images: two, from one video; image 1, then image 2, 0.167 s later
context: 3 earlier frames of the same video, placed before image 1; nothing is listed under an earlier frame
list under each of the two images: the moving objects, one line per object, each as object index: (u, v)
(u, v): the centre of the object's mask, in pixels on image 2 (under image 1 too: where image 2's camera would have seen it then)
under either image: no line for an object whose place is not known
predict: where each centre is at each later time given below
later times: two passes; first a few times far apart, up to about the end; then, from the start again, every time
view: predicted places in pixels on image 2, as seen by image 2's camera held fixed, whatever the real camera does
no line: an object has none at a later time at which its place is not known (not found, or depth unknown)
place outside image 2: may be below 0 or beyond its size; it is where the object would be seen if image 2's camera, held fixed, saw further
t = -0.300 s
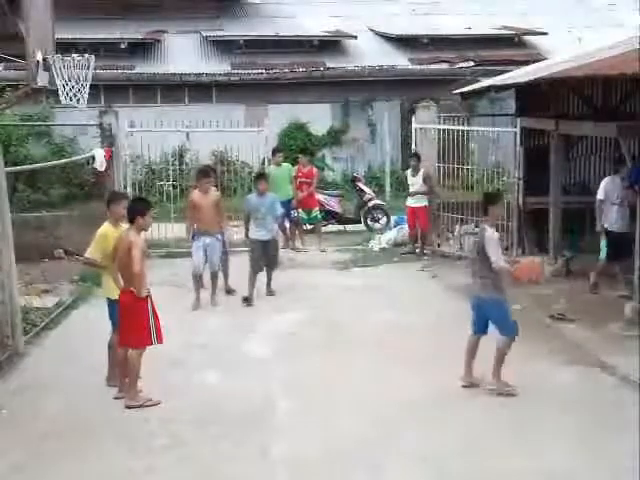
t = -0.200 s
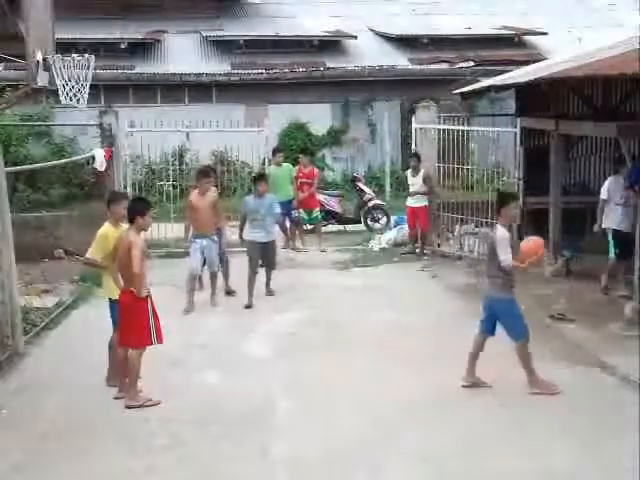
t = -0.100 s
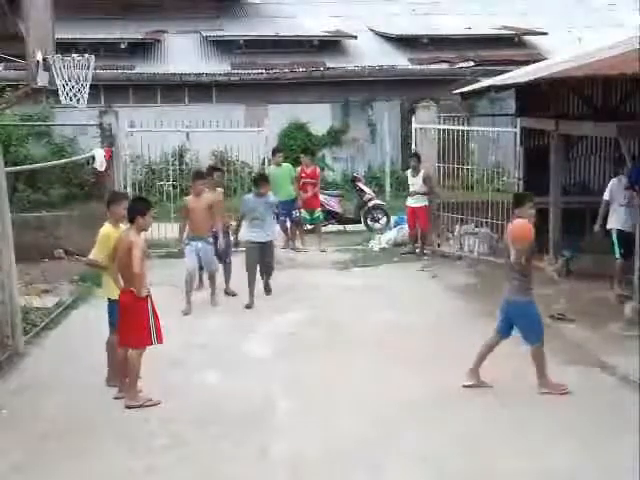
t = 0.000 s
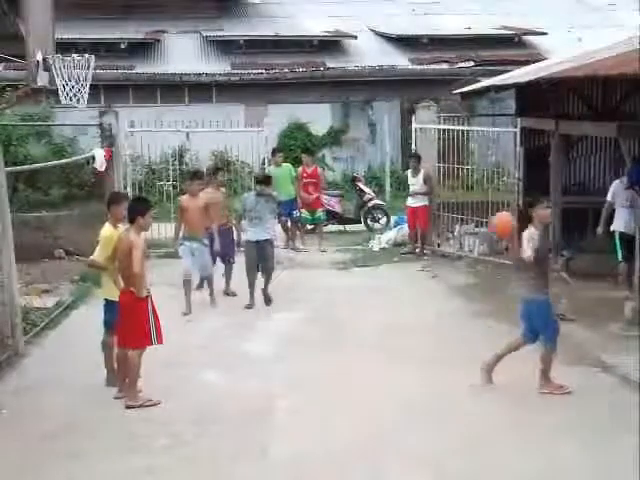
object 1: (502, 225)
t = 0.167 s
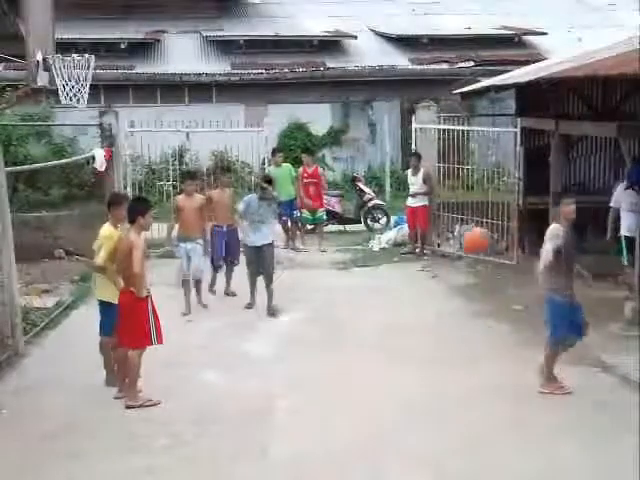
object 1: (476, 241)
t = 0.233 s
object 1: (465, 257)
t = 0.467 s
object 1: (428, 353)
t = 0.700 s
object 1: (398, 338)
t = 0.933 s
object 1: (370, 307)
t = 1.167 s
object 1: (344, 340)
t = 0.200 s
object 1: (468, 248)
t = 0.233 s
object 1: (465, 257)
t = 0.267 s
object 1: (459, 267)
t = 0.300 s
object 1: (454, 278)
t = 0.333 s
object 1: (448, 295)
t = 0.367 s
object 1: (443, 305)
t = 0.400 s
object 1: (438, 320)
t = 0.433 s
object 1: (433, 336)
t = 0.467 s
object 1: (428, 353)
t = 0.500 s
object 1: (424, 371)
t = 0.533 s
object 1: (419, 392)
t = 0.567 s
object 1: (414, 384)
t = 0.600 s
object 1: (410, 370)
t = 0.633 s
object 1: (406, 358)
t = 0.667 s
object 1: (403, 347)
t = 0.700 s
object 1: (398, 338)
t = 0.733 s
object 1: (395, 330)
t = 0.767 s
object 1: (390, 322)
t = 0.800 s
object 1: (386, 317)
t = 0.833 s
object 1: (382, 312)
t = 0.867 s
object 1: (378, 309)
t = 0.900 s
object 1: (375, 307)
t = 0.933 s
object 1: (370, 307)
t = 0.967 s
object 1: (367, 307)
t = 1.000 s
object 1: (363, 309)
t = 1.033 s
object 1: (359, 312)
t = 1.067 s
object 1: (355, 317)
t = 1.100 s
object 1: (353, 320)
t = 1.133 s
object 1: (348, 331)
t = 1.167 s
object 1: (344, 340)
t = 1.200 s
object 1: (340, 349)
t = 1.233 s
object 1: (336, 362)
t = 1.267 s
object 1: (333, 374)
